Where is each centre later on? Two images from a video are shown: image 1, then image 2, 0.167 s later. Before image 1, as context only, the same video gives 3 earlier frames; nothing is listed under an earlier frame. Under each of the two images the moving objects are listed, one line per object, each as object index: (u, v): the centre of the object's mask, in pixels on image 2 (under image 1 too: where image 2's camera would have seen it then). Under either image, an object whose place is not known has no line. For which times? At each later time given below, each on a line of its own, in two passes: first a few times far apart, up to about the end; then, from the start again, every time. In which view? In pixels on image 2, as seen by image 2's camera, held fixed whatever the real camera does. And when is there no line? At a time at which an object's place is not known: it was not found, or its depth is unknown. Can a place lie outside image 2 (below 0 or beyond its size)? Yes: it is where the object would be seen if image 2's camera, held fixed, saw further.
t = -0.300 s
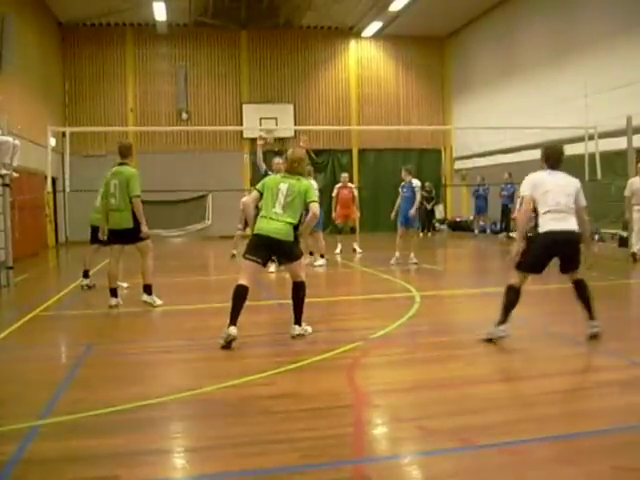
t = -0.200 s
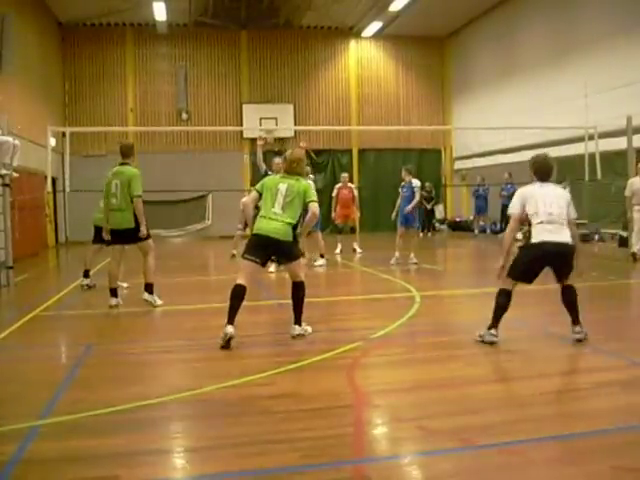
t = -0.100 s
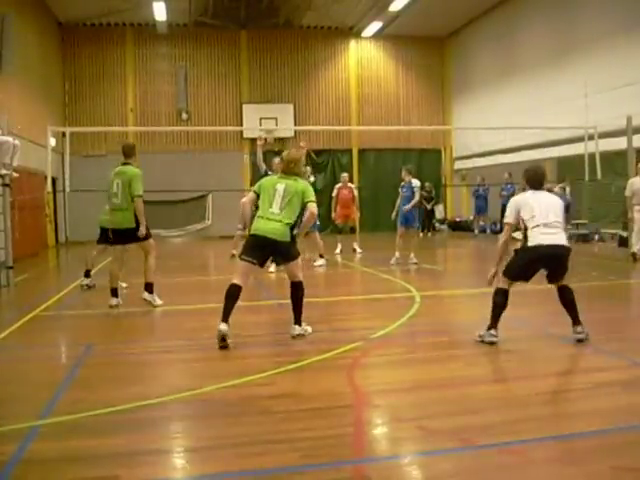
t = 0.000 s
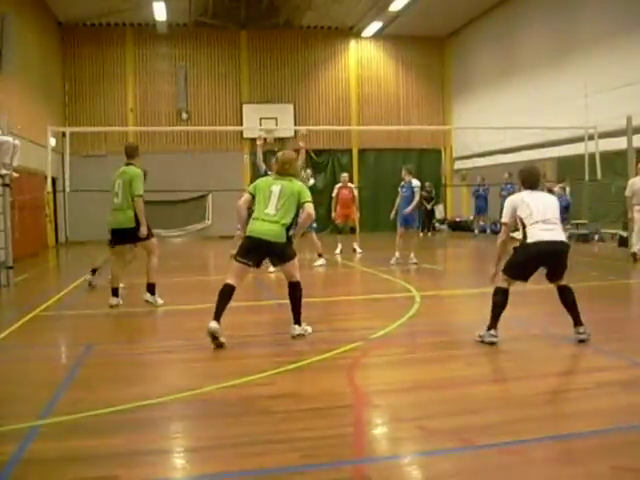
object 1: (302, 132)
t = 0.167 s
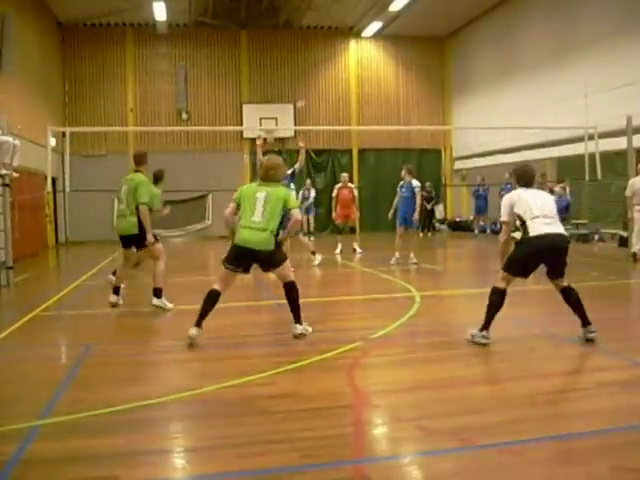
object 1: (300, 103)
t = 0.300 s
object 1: (300, 84)
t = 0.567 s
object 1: (307, 62)
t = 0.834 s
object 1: (327, 95)
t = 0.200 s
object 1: (300, 99)
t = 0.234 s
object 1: (300, 94)
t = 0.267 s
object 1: (300, 89)
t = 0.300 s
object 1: (300, 84)
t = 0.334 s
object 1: (301, 80)
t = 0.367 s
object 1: (301, 76)
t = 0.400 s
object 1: (302, 72)
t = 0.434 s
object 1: (303, 69)
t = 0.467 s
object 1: (303, 66)
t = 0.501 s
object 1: (304, 64)
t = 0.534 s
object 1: (305, 62)
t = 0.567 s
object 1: (307, 62)
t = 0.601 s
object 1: (309, 62)
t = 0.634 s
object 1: (310, 63)
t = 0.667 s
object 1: (312, 65)
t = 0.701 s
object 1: (315, 66)
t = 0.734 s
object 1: (318, 70)
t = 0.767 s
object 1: (320, 76)
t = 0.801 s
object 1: (323, 85)
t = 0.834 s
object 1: (327, 95)
